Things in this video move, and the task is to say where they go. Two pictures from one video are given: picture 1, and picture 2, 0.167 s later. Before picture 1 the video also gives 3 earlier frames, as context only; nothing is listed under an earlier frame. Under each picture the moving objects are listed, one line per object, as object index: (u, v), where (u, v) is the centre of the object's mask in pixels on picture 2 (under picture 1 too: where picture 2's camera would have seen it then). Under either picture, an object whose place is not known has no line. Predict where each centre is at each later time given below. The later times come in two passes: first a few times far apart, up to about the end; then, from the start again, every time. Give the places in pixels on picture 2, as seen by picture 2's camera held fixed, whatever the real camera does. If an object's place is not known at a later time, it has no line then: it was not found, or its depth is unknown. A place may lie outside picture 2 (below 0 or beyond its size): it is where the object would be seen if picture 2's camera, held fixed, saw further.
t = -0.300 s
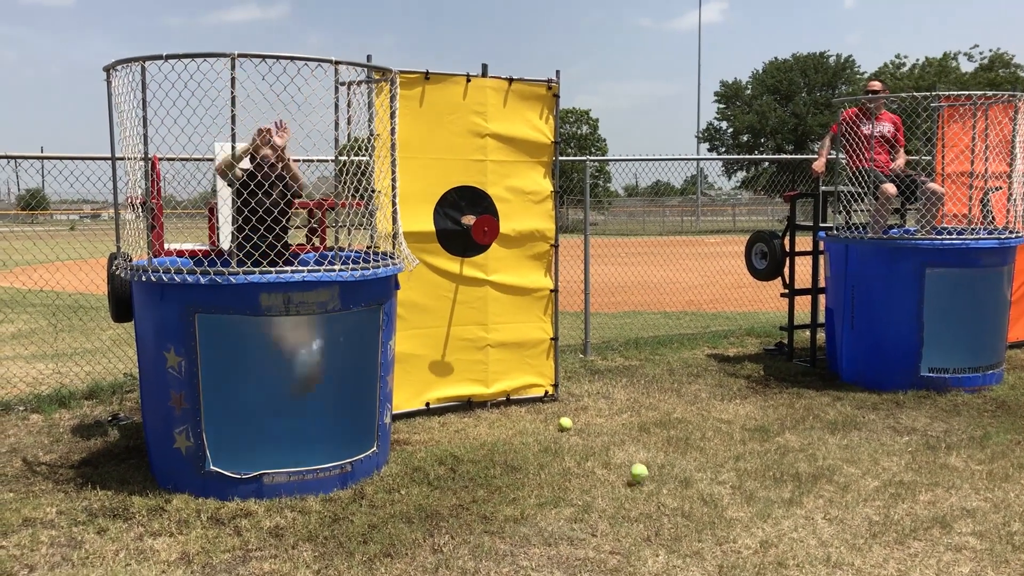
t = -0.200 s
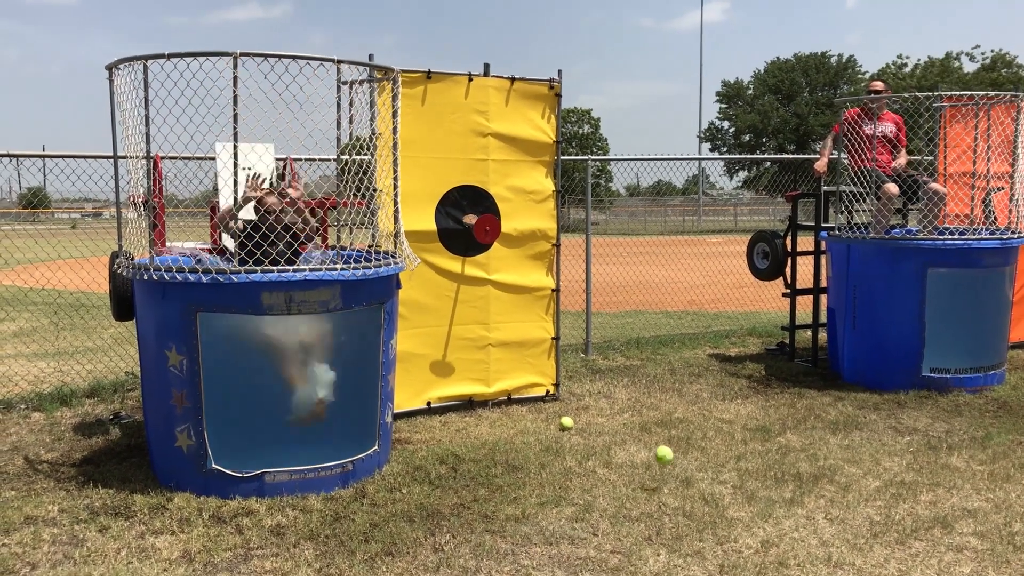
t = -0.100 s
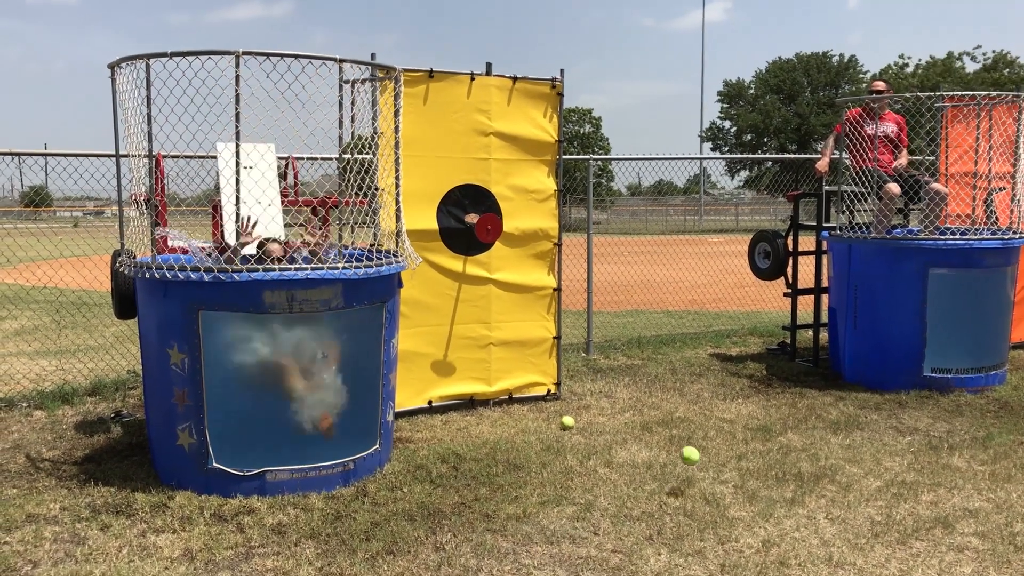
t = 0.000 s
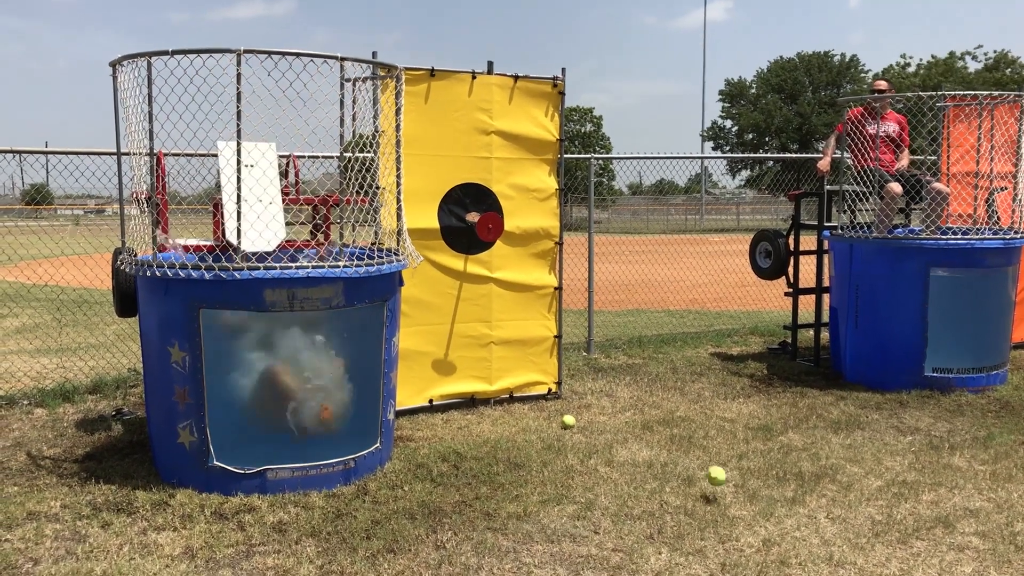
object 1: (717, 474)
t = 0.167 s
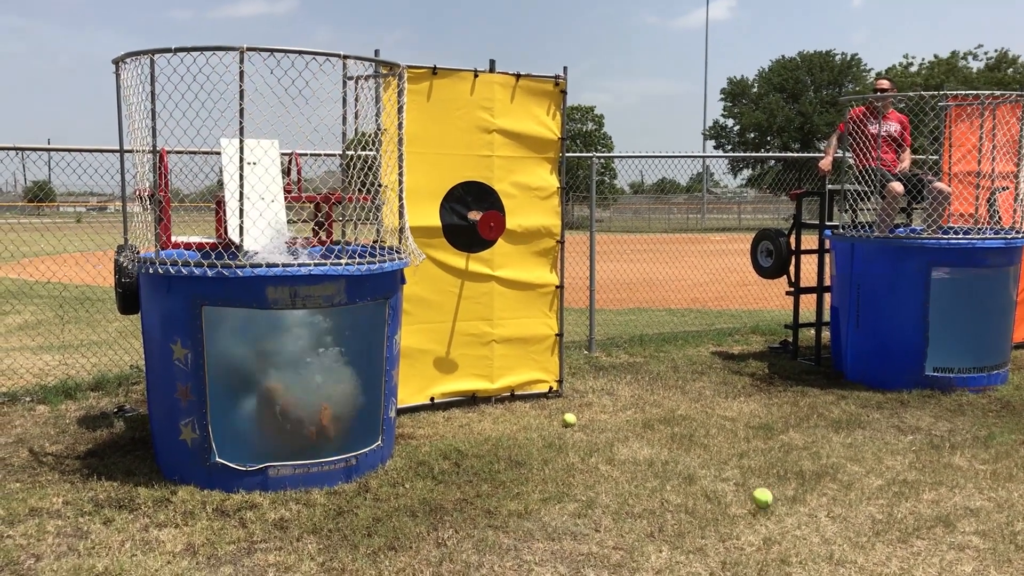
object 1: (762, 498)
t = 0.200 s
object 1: (771, 502)
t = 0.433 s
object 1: (843, 528)
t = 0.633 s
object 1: (903, 550)
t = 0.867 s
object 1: (974, 567)
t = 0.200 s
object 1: (771, 502)
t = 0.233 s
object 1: (781, 507)
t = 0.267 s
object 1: (791, 515)
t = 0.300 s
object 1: (801, 519)
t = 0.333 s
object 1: (811, 520)
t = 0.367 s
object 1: (822, 524)
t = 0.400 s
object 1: (832, 528)
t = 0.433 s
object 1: (843, 528)
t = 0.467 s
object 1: (853, 532)
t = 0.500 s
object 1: (864, 537)
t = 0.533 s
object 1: (873, 539)
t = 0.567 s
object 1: (884, 542)
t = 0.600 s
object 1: (894, 546)
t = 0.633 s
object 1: (903, 550)
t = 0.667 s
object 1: (913, 551)
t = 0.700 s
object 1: (924, 554)
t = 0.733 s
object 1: (933, 558)
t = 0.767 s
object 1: (943, 562)
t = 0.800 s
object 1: (953, 564)
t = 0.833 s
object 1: (964, 566)
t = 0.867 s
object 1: (974, 567)
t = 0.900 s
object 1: (984, 568)
